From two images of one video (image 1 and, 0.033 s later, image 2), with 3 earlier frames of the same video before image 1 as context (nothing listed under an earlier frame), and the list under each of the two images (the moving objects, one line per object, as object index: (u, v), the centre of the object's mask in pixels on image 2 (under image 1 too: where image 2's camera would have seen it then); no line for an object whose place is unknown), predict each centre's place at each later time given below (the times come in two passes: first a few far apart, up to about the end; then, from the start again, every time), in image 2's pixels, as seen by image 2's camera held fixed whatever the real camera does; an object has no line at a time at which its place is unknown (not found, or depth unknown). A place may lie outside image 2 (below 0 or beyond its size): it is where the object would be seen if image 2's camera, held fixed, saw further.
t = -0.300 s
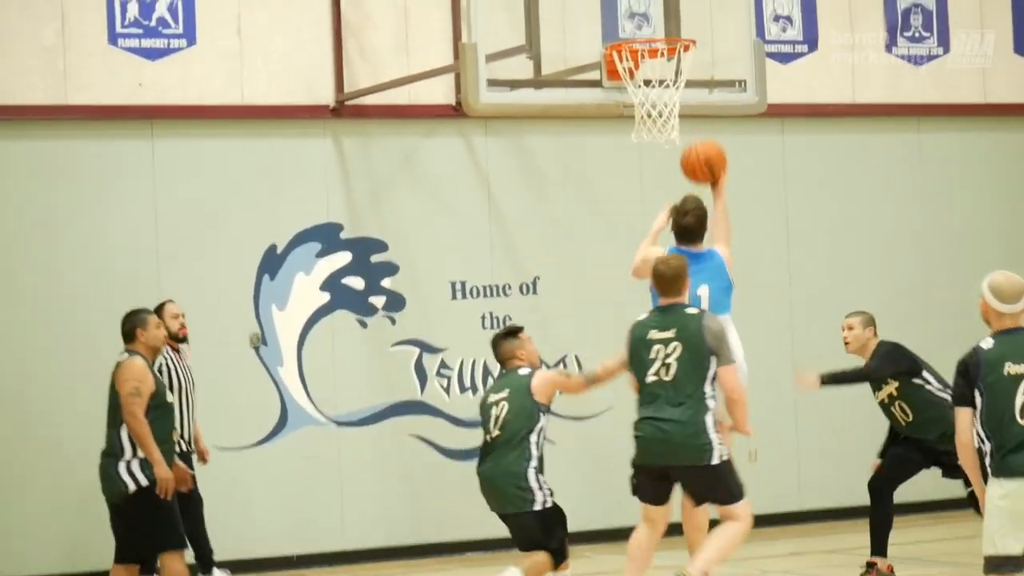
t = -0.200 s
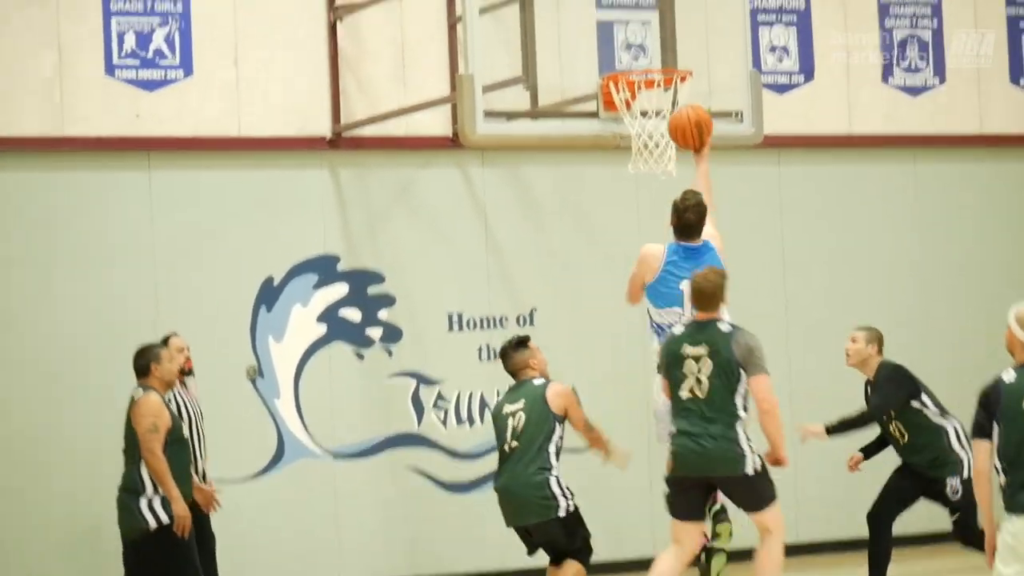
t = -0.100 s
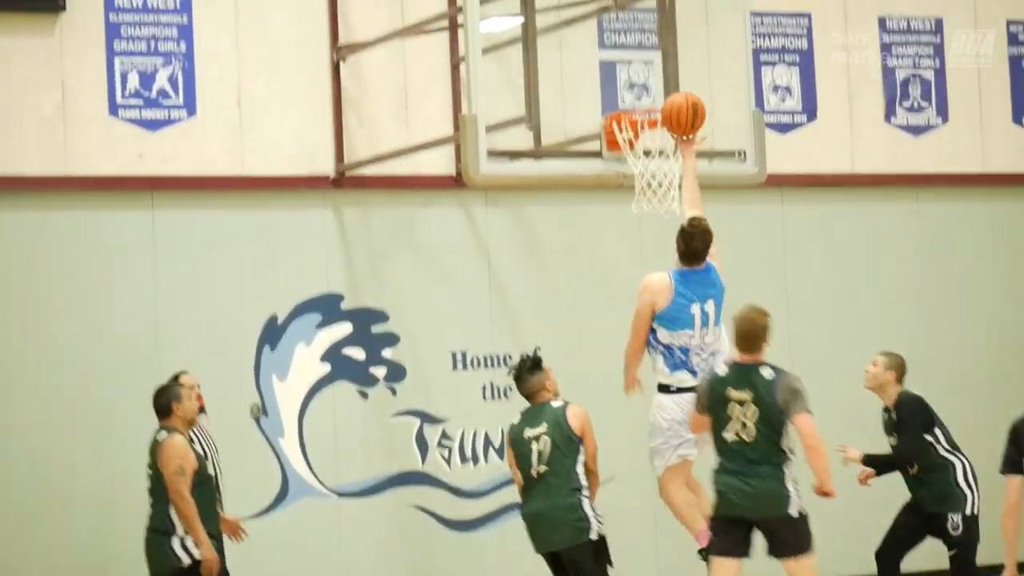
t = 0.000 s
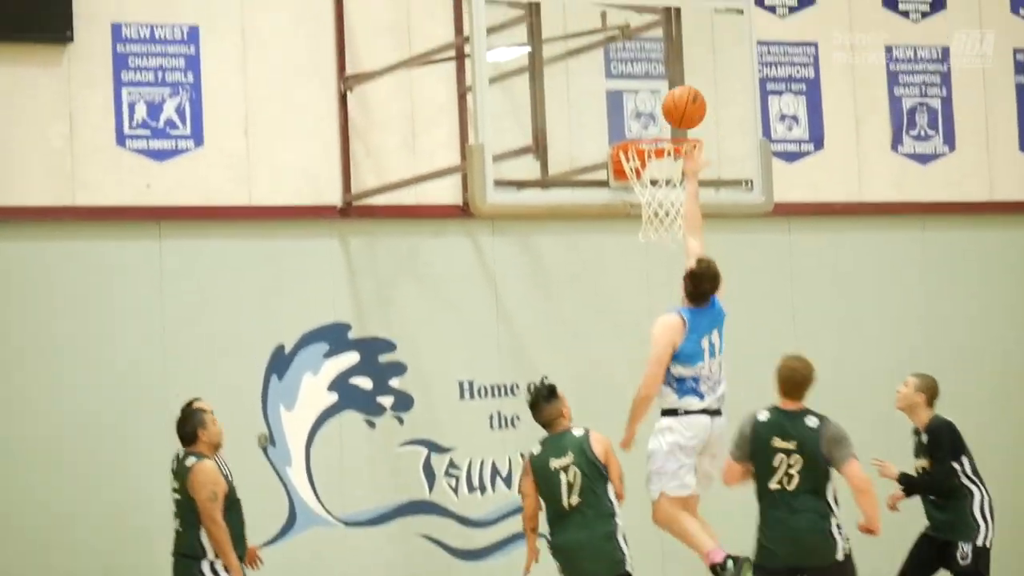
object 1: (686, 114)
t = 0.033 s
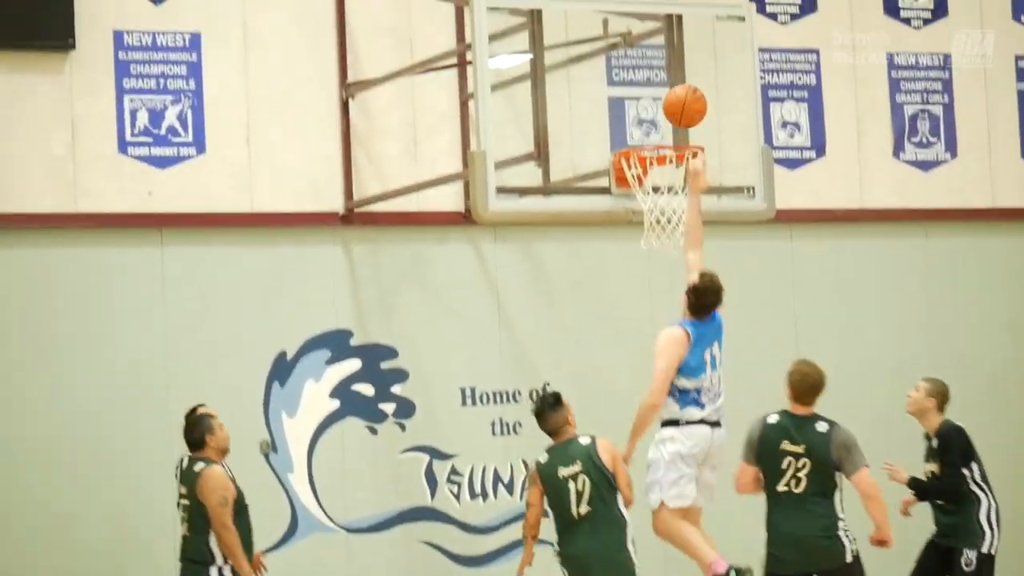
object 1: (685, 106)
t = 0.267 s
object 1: (681, 103)
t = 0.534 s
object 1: (667, 157)
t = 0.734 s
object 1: (646, 199)
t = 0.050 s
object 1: (684, 102)
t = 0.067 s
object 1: (684, 99)
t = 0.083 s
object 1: (683, 97)
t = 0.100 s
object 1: (683, 95)
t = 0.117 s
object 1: (683, 93)
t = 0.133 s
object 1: (683, 92)
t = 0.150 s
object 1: (682, 92)
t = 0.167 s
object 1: (682, 92)
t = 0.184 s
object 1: (682, 92)
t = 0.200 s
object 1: (681, 93)
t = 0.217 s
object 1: (681, 95)
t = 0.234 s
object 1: (681, 97)
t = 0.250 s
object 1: (681, 99)
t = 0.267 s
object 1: (681, 103)
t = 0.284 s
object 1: (681, 106)
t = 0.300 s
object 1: (681, 110)
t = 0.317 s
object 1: (681, 114)
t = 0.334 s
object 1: (681, 119)
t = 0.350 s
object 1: (681, 124)
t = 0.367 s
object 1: (680, 127)
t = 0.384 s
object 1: (679, 128)
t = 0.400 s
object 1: (677, 129)
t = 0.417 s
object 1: (676, 130)
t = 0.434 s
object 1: (674, 131)
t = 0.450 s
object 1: (673, 132)
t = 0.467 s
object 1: (672, 135)
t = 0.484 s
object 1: (670, 136)
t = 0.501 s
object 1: (669, 149)
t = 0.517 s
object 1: (668, 154)
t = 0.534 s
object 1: (667, 157)
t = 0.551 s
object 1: (665, 159)
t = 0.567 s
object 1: (664, 161)
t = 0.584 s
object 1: (661, 163)
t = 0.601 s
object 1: (660, 166)
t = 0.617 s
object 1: (656, 170)
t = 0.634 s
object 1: (655, 173)
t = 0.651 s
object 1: (654, 177)
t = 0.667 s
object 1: (652, 182)
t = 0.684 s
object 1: (650, 187)
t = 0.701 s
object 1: (648, 192)
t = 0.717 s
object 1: (645, 194)
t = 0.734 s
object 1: (646, 199)
